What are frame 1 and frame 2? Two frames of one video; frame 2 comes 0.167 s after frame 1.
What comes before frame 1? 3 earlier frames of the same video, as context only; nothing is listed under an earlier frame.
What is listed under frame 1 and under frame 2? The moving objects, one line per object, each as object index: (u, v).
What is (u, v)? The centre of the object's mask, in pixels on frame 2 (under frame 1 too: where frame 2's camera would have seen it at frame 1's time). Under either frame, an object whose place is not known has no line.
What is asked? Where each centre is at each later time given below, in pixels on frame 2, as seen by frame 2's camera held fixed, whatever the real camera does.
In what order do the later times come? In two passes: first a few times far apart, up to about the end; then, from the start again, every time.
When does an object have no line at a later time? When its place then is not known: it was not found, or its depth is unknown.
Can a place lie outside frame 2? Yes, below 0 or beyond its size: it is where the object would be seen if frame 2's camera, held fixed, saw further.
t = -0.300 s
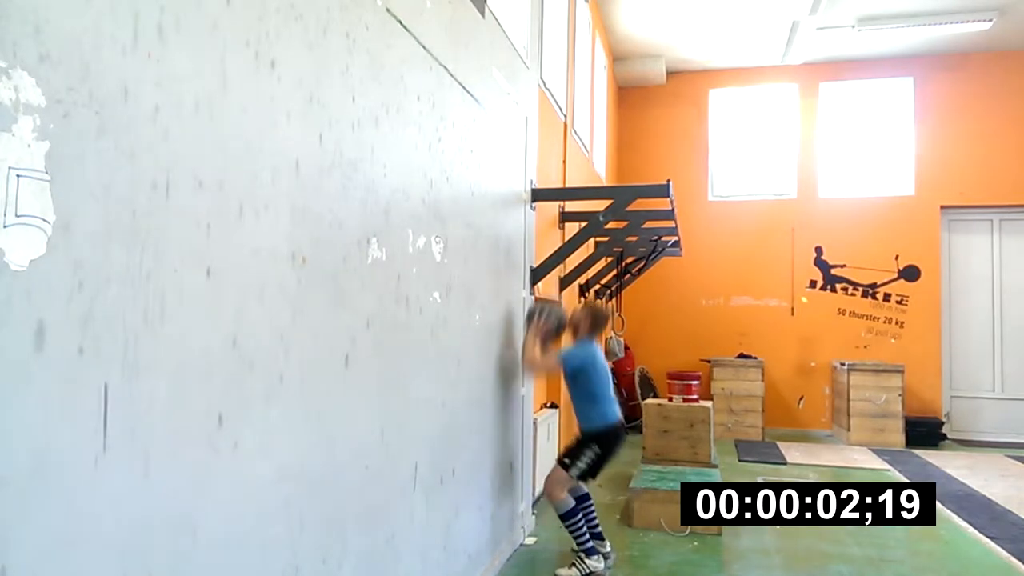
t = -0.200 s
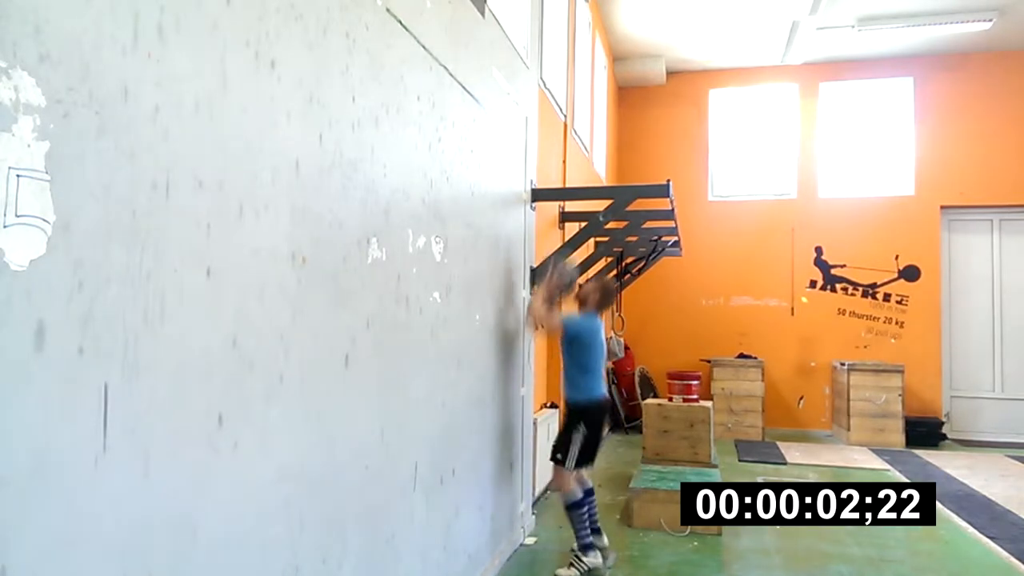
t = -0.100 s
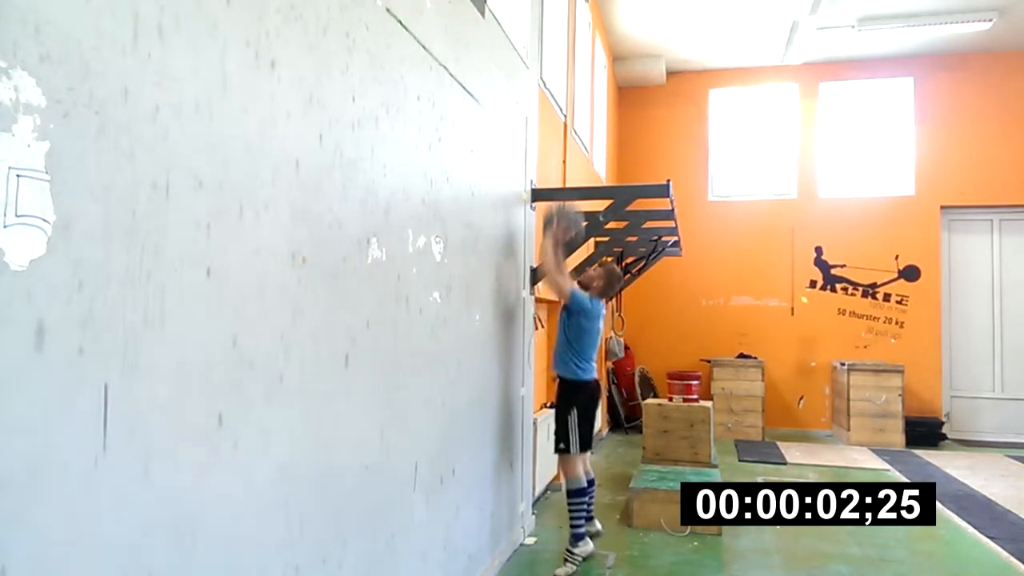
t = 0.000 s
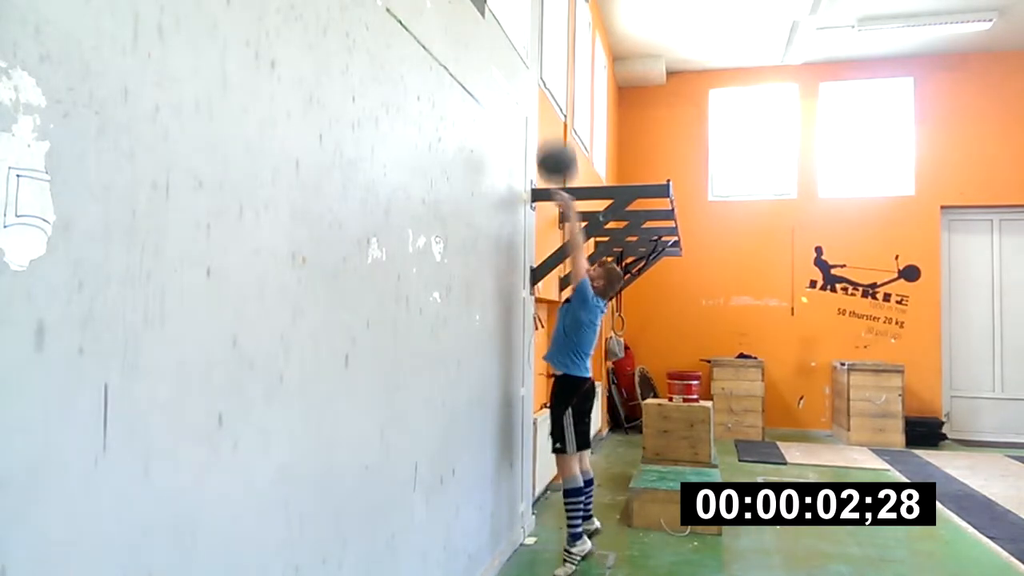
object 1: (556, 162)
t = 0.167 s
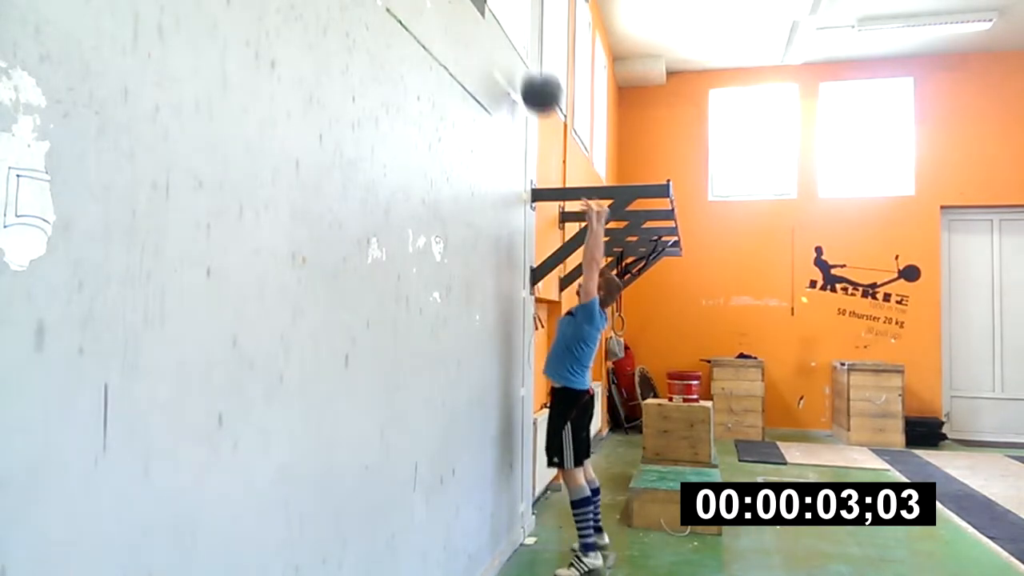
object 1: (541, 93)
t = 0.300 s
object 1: (535, 71)
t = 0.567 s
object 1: (556, 123)
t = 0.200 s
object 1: (538, 83)
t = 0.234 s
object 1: (534, 76)
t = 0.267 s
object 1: (532, 72)
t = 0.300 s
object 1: (535, 71)
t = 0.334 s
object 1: (538, 71)
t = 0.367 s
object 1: (540, 73)
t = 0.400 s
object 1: (544, 77)
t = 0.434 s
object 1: (546, 82)
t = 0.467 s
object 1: (548, 88)
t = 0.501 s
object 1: (551, 98)
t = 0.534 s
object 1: (553, 109)
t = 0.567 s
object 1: (556, 123)
